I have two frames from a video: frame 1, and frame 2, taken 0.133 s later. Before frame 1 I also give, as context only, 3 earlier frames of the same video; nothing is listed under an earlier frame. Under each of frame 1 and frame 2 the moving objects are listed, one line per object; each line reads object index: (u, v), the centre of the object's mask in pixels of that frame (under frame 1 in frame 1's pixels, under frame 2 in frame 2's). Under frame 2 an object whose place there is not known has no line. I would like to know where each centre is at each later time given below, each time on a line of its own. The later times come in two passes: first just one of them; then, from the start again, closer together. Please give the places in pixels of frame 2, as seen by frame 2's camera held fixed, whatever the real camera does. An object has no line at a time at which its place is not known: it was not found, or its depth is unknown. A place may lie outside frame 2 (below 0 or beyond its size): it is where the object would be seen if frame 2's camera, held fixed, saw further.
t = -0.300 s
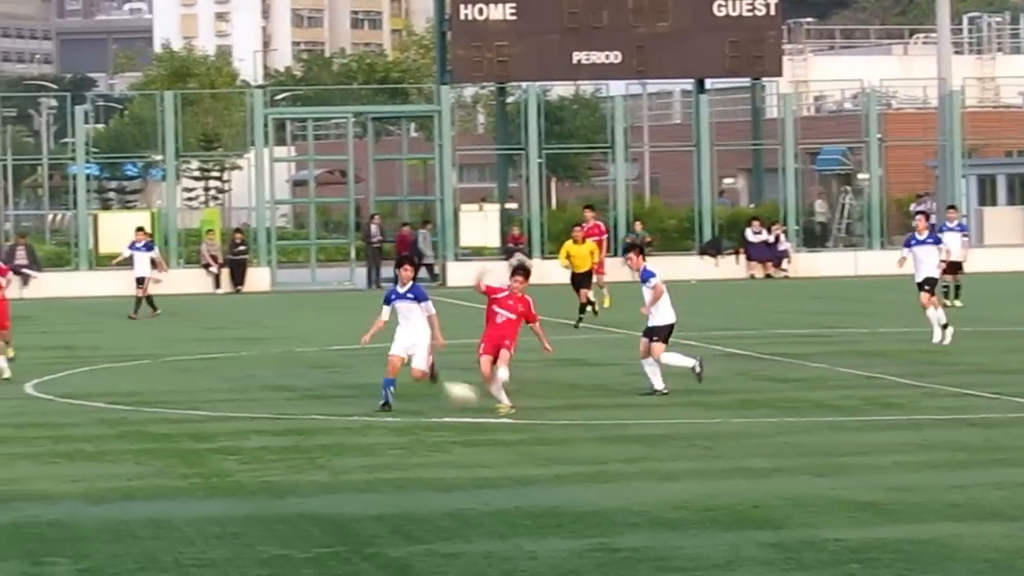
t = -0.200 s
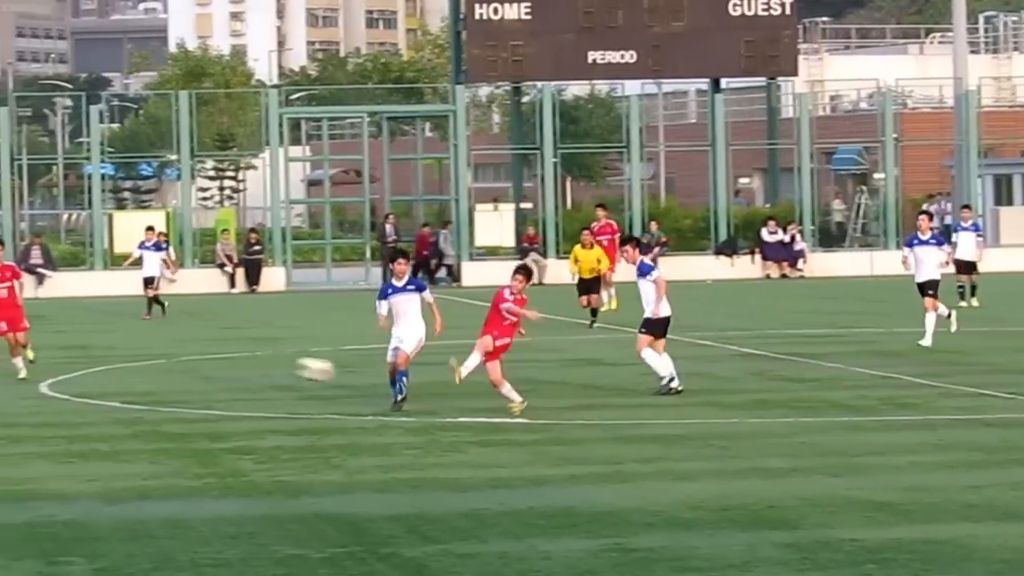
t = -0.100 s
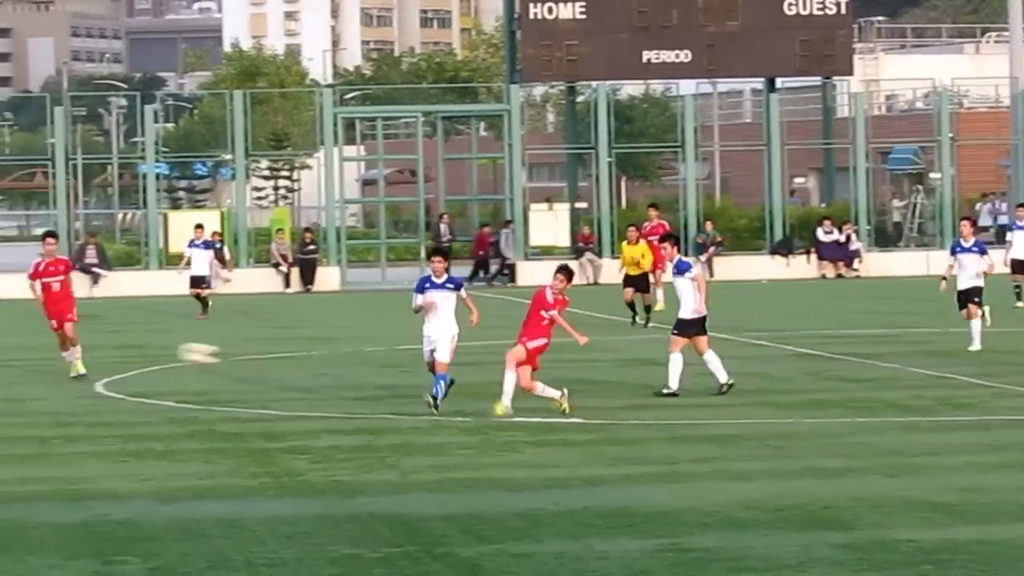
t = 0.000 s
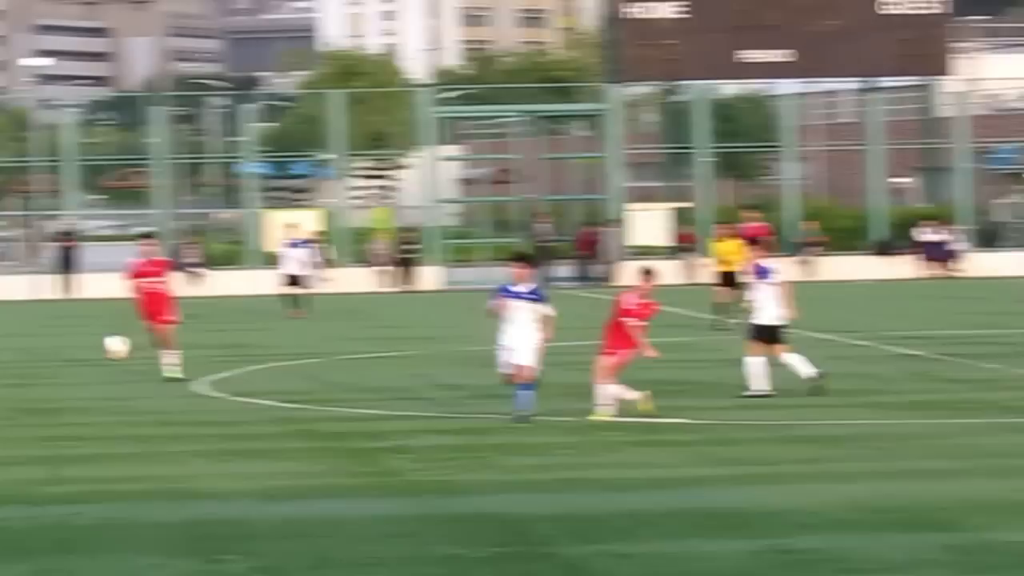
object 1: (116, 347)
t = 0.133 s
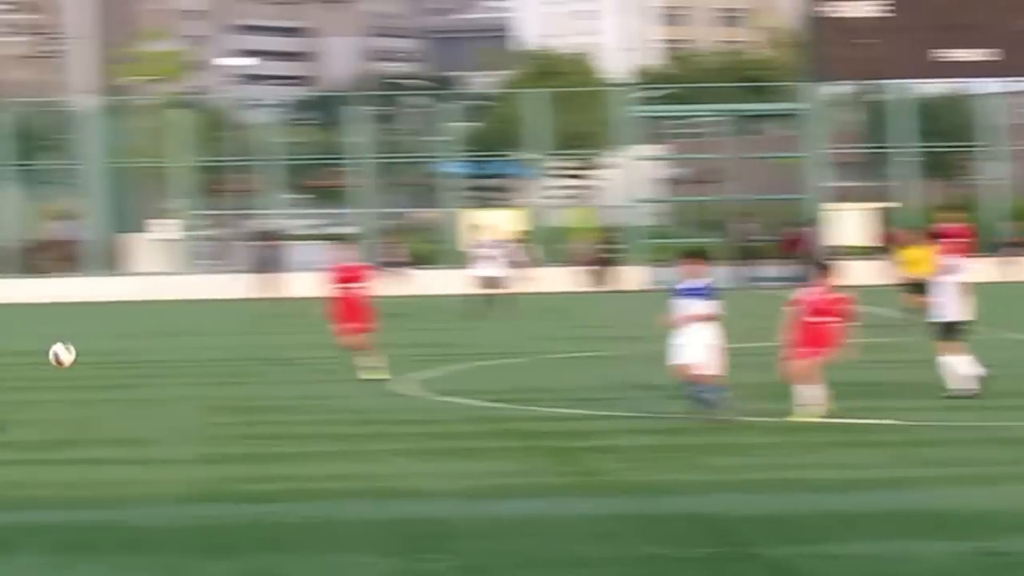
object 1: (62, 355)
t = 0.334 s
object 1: (-371, 425)
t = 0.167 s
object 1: (-6, 362)
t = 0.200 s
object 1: (-75, 371)
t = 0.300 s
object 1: (-292, 407)
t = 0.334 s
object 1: (-371, 425)
